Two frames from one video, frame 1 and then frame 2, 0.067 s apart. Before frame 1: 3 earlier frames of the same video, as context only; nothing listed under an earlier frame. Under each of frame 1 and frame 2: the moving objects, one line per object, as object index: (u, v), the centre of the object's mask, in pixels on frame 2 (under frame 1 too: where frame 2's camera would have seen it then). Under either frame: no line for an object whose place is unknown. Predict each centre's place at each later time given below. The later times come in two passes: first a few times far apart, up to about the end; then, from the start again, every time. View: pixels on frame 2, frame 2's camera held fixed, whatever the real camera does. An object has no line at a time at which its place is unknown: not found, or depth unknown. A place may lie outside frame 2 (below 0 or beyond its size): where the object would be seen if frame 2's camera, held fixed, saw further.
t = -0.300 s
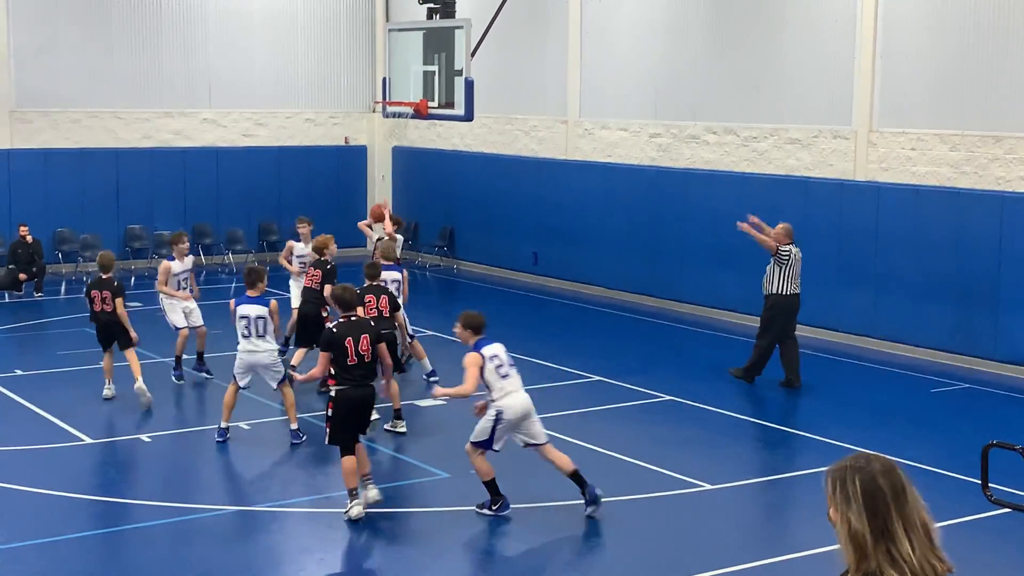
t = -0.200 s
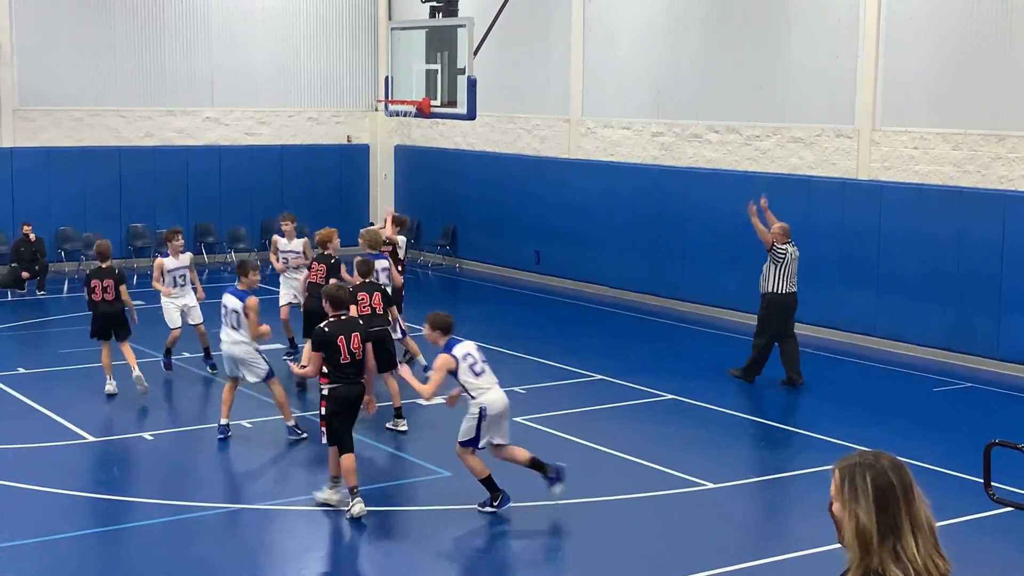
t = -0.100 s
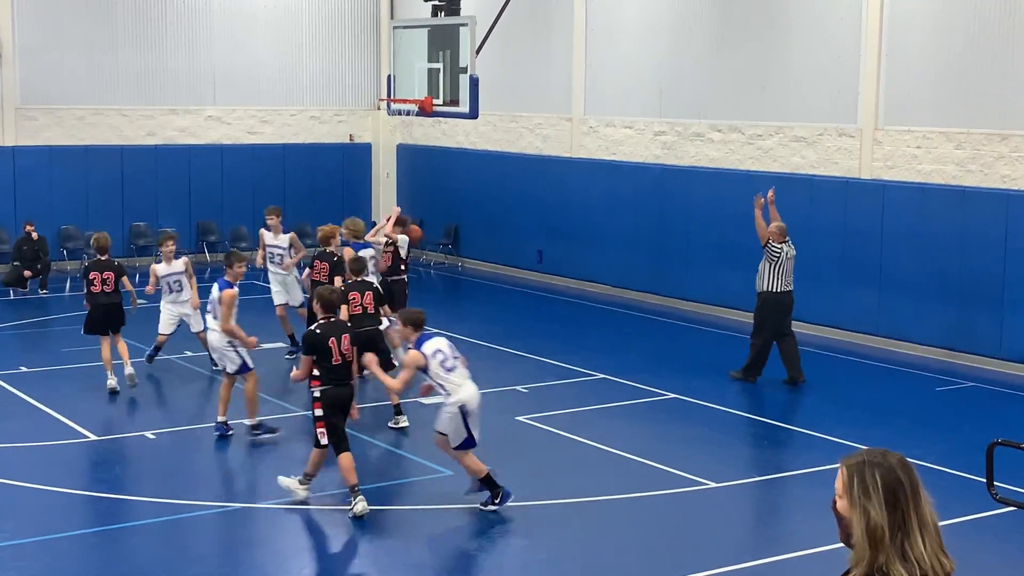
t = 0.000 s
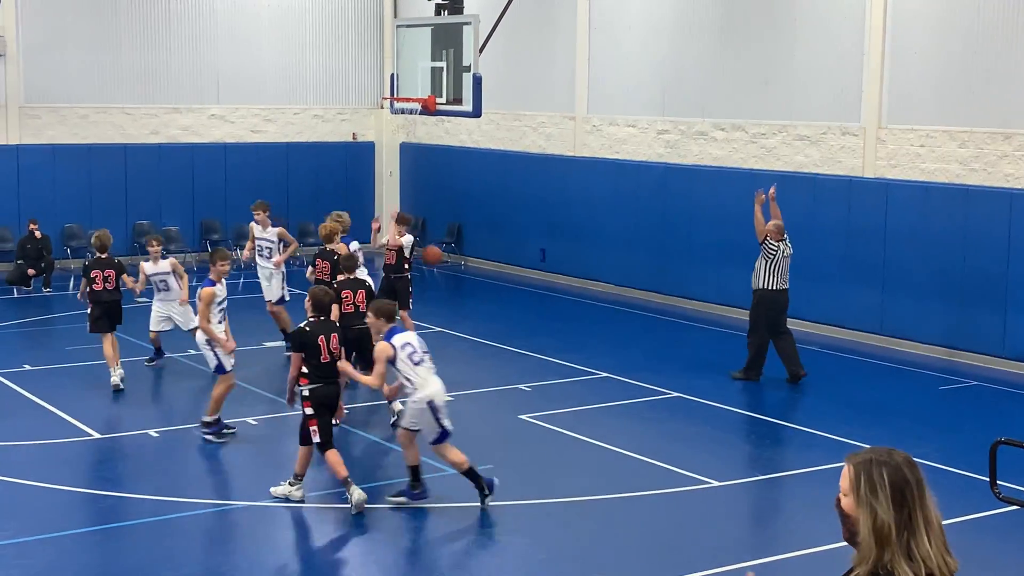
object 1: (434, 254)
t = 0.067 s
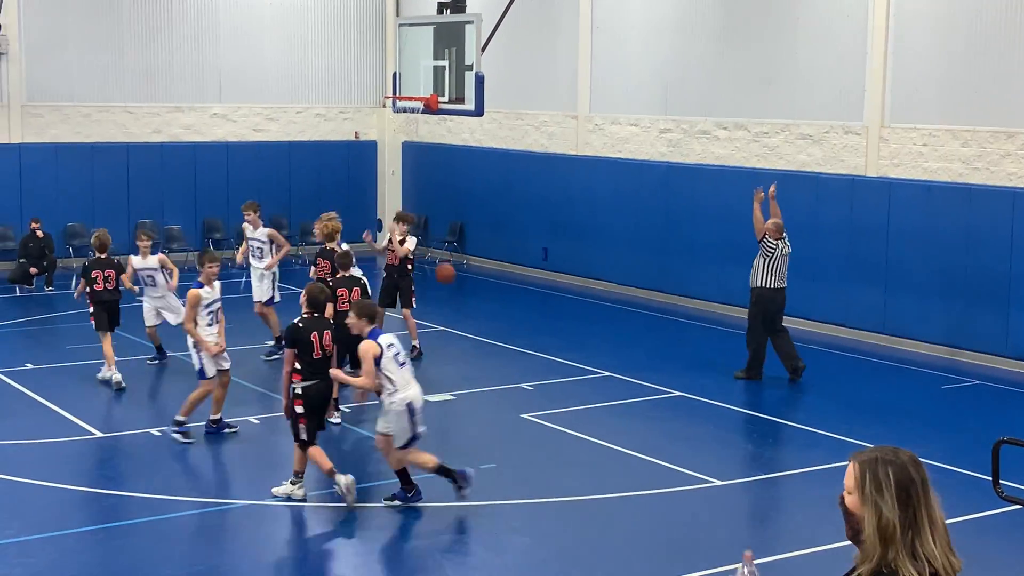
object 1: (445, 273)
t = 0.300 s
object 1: (481, 339)
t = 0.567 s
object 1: (510, 283)
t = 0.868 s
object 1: (542, 289)
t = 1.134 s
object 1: (569, 359)
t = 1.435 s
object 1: (603, 318)
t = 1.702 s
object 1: (632, 338)
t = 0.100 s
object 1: (450, 284)
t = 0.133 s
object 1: (455, 295)
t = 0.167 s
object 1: (461, 308)
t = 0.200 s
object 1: (466, 322)
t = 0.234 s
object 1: (472, 337)
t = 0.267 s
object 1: (477, 350)
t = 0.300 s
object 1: (481, 339)
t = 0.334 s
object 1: (485, 329)
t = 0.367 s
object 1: (488, 320)
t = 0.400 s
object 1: (492, 311)
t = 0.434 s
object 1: (495, 304)
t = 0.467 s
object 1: (499, 297)
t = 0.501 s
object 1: (502, 292)
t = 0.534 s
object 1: (506, 287)
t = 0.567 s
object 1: (510, 283)
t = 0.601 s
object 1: (513, 280)
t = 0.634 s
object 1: (517, 278)
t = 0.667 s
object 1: (520, 277)
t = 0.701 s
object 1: (523, 276)
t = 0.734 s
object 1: (527, 278)
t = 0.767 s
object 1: (531, 279)
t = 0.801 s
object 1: (534, 281)
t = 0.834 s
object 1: (538, 285)
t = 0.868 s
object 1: (542, 289)
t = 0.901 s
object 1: (545, 295)
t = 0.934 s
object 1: (549, 301)
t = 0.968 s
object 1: (552, 309)
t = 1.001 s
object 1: (556, 317)
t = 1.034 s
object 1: (559, 326)
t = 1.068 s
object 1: (562, 335)
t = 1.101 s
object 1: (566, 347)
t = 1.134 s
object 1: (569, 359)
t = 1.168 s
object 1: (573, 358)
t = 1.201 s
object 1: (577, 350)
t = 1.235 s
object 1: (581, 343)
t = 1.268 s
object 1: (584, 336)
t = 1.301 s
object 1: (588, 331)
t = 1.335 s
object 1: (592, 326)
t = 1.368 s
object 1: (596, 322)
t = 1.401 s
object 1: (599, 320)
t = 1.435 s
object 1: (603, 318)
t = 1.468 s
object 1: (607, 317)
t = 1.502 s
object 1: (610, 317)
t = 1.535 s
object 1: (614, 318)
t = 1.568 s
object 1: (618, 321)
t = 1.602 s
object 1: (622, 324)
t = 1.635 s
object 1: (625, 327)
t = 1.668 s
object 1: (629, 332)
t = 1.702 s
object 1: (632, 338)
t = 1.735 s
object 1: (636, 345)
